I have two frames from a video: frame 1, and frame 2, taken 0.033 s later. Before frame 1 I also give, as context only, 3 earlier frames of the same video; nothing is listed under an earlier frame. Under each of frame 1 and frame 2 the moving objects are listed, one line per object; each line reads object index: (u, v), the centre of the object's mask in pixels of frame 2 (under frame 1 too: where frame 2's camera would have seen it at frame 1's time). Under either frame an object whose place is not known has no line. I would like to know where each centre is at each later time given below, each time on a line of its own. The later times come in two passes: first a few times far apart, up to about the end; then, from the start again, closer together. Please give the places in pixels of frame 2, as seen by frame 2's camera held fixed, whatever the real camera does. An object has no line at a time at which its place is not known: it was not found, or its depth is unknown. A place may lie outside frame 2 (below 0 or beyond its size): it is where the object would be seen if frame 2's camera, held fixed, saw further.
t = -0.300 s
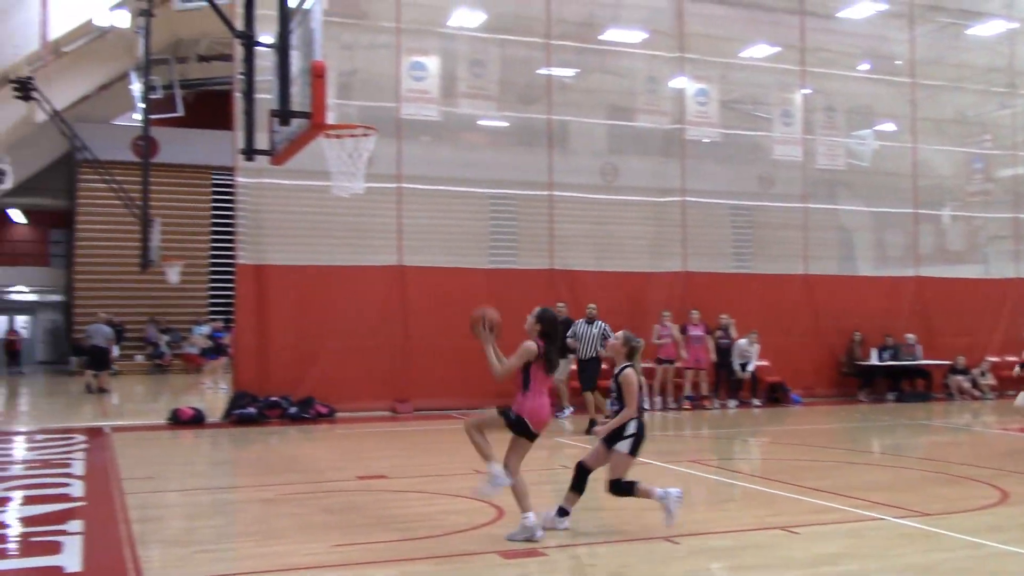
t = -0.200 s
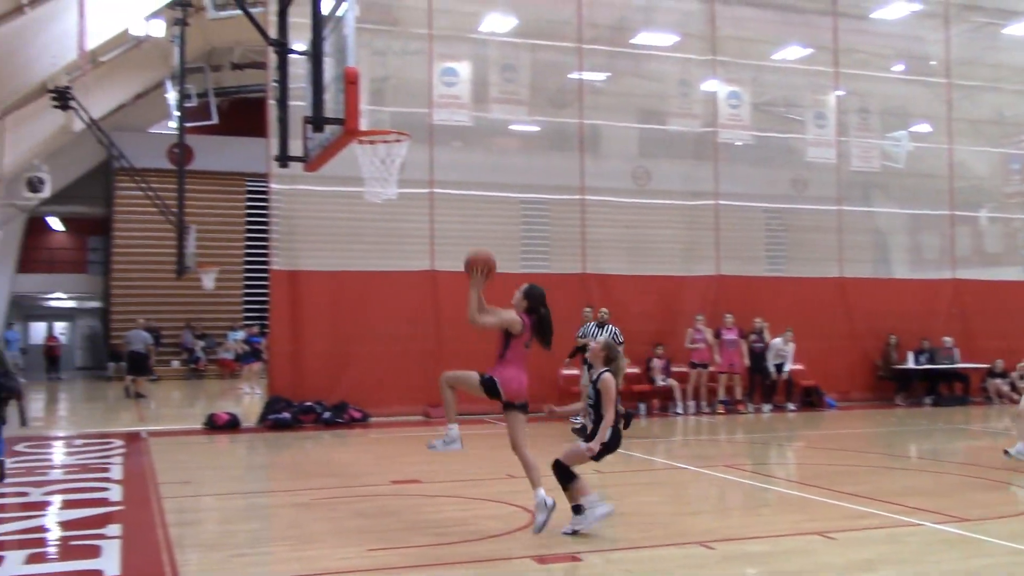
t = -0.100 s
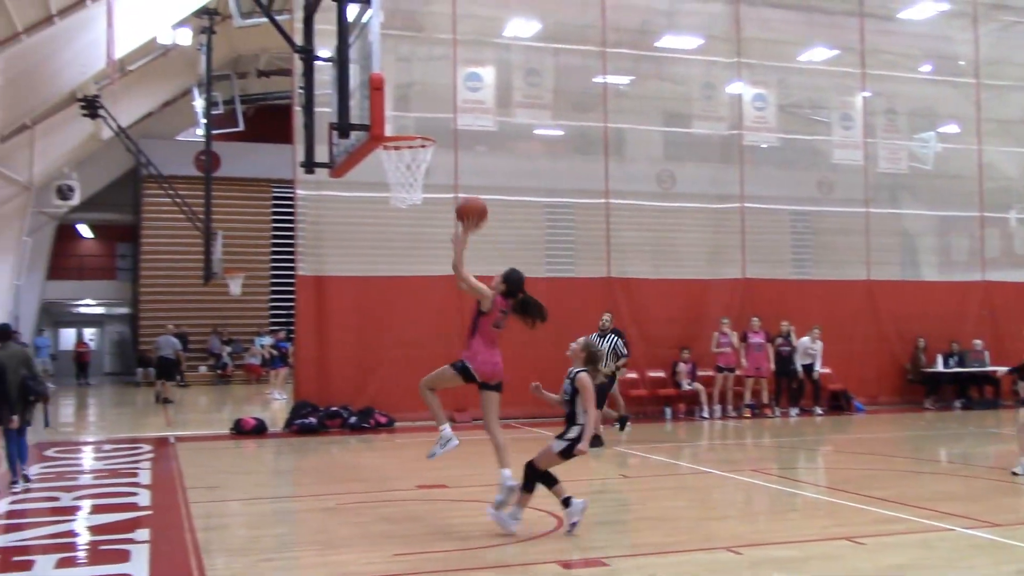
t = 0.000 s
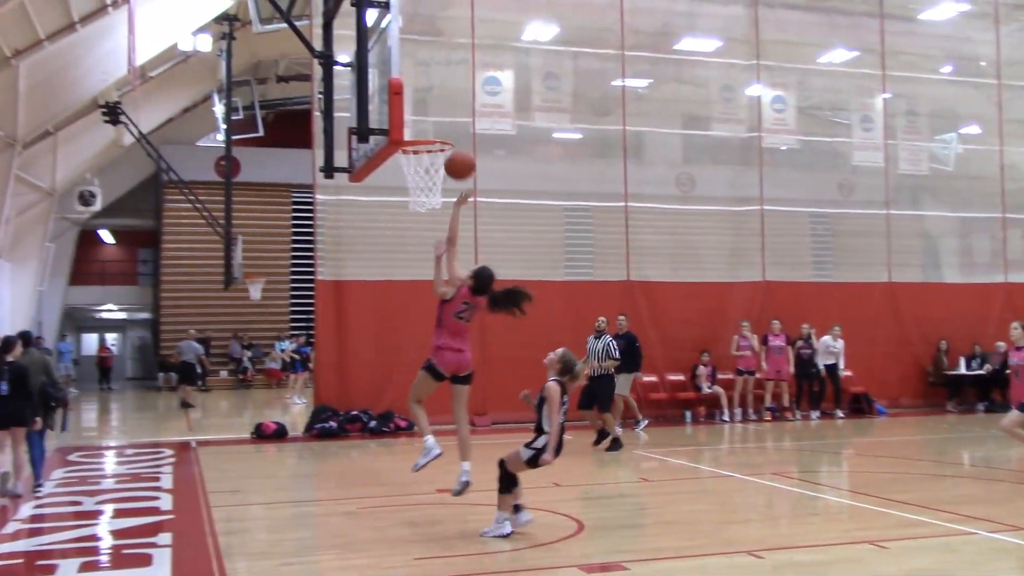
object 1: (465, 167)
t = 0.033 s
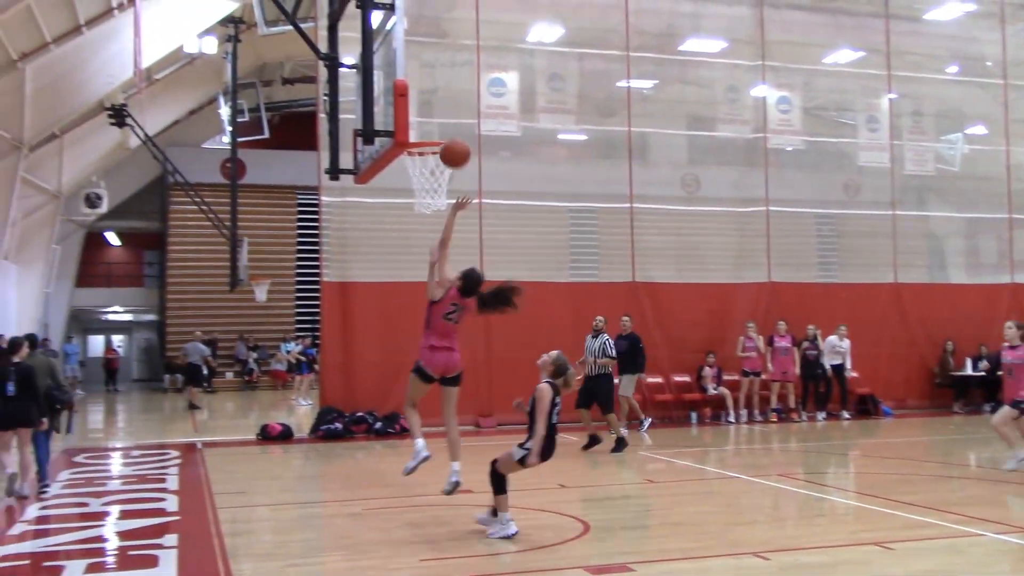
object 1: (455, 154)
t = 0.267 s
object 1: (412, 109)
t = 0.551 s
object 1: (433, 133)
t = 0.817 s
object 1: (433, 126)
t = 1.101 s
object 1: (419, 131)
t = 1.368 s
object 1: (417, 180)
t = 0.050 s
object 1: (449, 148)
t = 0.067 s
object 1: (444, 143)
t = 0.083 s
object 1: (439, 137)
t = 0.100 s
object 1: (434, 132)
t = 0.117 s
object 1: (429, 128)
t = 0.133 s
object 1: (424, 124)
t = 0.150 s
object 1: (420, 121)
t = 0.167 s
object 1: (418, 118)
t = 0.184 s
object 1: (415, 115)
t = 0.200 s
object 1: (413, 112)
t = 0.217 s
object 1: (411, 110)
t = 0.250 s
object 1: (411, 109)
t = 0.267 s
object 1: (412, 109)
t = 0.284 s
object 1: (412, 109)
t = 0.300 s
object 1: (413, 110)
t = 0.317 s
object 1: (414, 111)
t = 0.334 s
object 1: (415, 112)
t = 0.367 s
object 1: (416, 115)
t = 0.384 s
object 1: (418, 117)
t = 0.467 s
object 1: (427, 131)
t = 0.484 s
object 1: (429, 133)
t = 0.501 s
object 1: (431, 135)
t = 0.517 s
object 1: (432, 135)
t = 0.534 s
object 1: (432, 134)
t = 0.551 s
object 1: (433, 133)
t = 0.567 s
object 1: (433, 131)
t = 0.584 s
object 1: (433, 130)
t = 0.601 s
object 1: (434, 130)
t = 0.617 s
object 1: (434, 129)
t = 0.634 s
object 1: (435, 128)
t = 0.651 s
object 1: (435, 128)
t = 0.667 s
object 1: (436, 128)
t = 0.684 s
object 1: (437, 129)
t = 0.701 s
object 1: (437, 129)
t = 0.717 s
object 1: (438, 130)
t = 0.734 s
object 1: (438, 131)
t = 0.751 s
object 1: (437, 130)
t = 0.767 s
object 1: (436, 129)
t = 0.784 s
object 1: (435, 128)
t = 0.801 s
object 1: (434, 126)
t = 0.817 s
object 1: (433, 126)
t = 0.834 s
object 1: (432, 125)
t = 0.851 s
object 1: (431, 125)
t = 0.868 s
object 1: (430, 126)
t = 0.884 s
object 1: (428, 127)
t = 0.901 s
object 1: (427, 127)
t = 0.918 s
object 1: (426, 128)
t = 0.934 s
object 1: (425, 130)
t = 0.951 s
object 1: (424, 129)
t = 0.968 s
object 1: (424, 128)
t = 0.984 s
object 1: (423, 128)
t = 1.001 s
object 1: (422, 128)
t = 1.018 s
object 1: (421, 128)
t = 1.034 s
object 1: (421, 129)
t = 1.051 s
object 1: (420, 130)
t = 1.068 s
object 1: (419, 130)
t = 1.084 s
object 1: (419, 131)
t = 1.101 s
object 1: (419, 131)
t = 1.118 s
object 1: (418, 131)
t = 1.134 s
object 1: (418, 131)
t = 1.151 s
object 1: (418, 134)
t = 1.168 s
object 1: (418, 133)
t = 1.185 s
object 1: (418, 134)
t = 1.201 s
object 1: (417, 135)
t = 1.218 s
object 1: (416, 145)
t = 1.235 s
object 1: (415, 149)
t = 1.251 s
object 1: (416, 156)
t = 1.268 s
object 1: (416, 157)
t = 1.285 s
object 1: (416, 160)
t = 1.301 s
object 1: (416, 163)
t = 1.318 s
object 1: (417, 165)
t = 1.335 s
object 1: (417, 171)
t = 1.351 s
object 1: (417, 175)
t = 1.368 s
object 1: (417, 180)
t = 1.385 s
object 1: (418, 183)
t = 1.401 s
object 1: (419, 186)
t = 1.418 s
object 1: (419, 190)
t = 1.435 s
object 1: (420, 193)
